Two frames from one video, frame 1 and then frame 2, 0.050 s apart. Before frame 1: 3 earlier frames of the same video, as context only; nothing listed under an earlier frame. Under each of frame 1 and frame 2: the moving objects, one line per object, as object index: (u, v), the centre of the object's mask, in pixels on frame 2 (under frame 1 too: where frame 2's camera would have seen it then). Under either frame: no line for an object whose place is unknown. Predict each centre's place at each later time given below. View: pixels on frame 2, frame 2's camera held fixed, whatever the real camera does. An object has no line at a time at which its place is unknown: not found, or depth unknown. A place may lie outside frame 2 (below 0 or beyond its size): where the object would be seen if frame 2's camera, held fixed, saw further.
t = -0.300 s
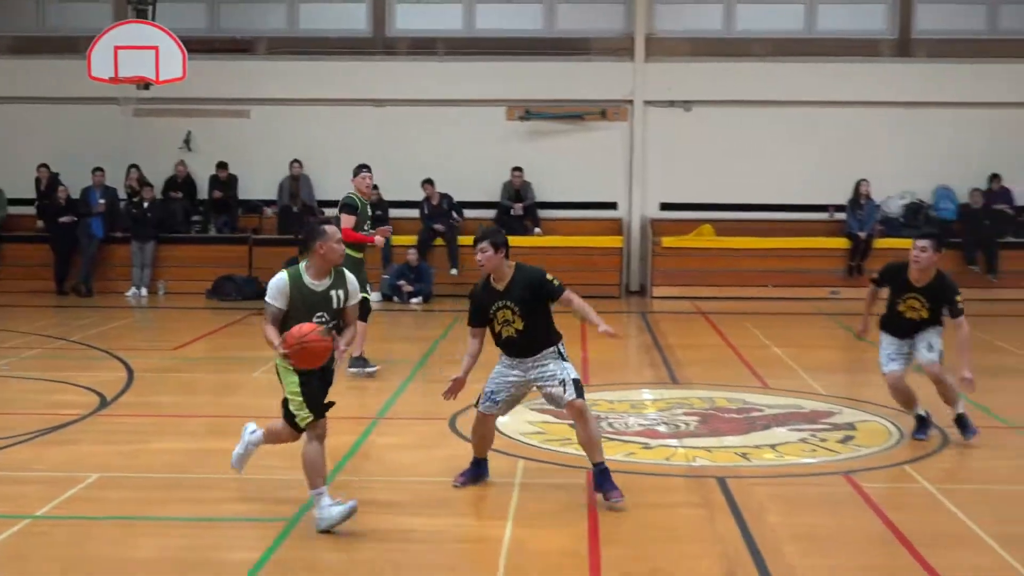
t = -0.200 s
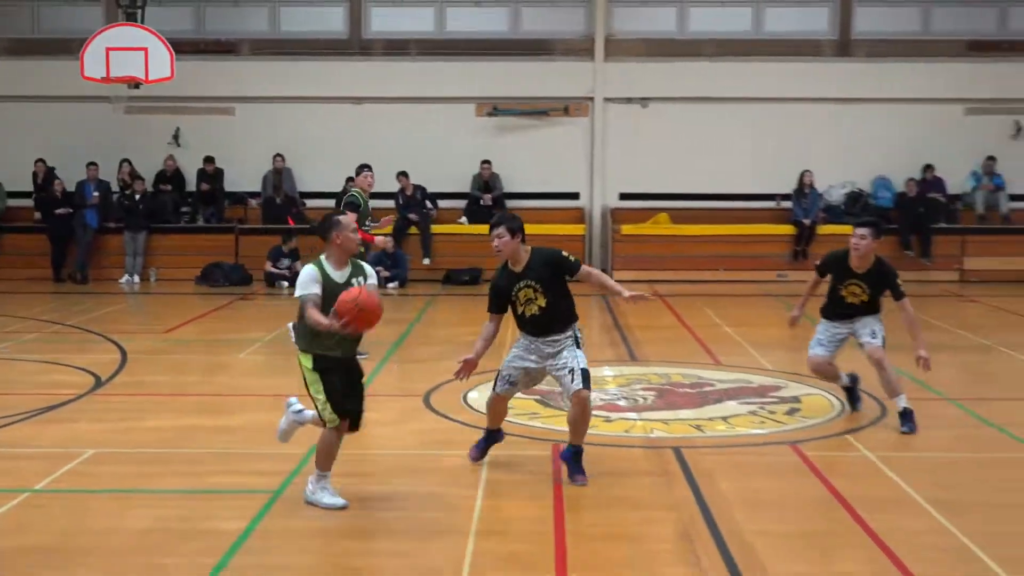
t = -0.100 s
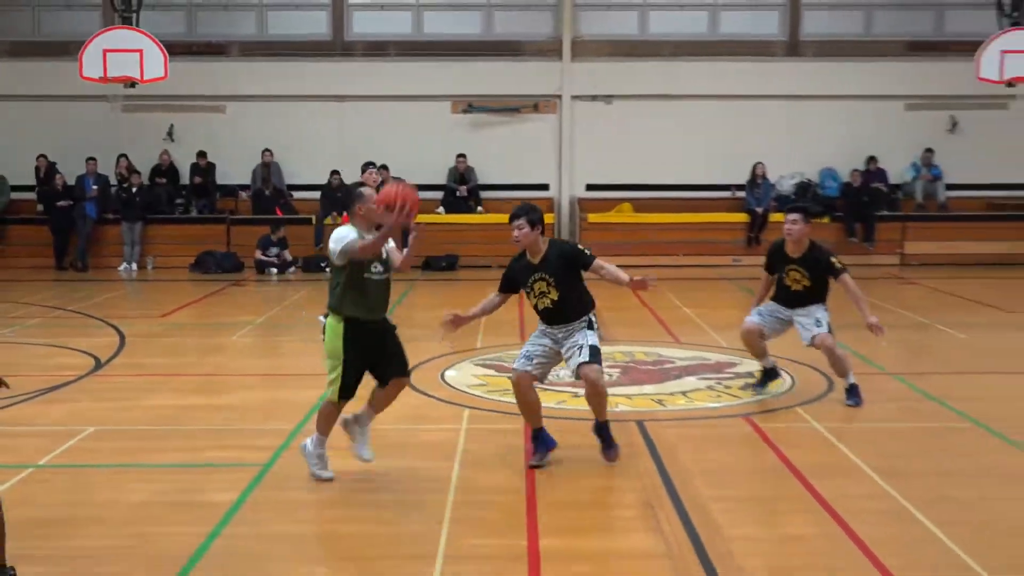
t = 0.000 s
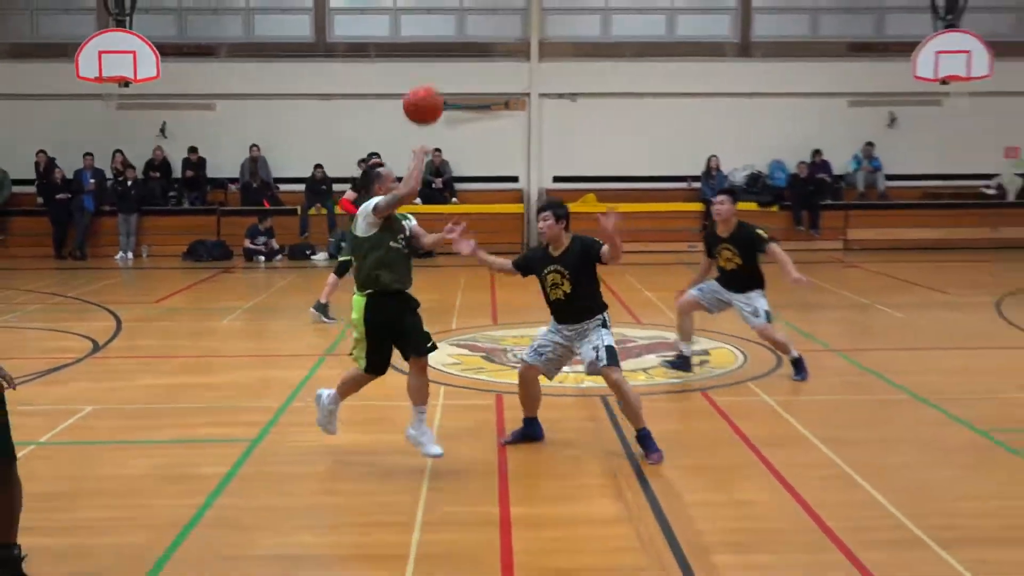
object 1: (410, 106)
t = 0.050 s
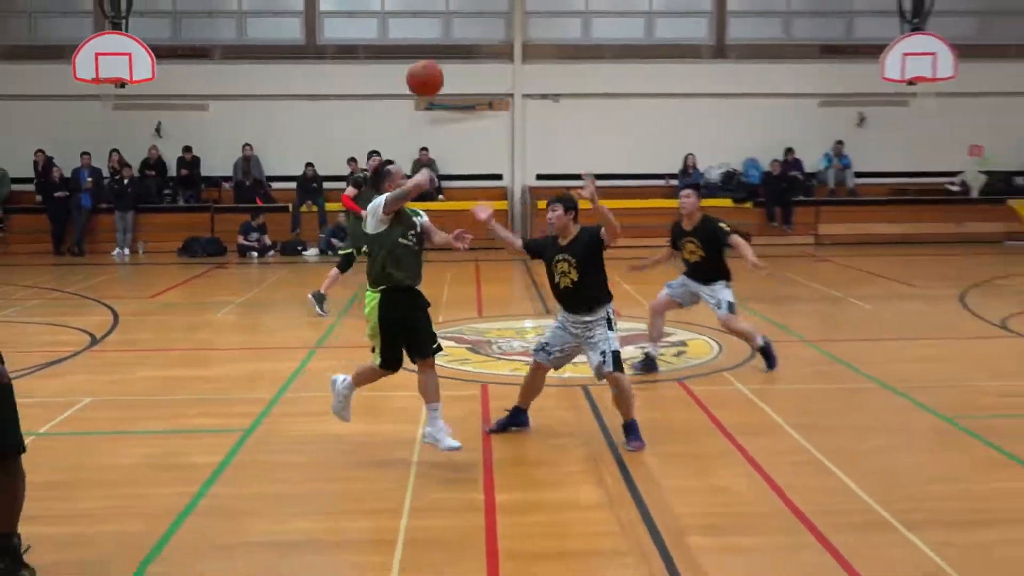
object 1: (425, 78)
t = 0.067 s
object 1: (429, 71)
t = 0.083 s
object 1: (434, 64)
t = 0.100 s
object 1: (438, 58)
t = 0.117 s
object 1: (443, 52)
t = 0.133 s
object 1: (445, 47)
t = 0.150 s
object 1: (449, 42)
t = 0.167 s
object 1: (453, 37)
